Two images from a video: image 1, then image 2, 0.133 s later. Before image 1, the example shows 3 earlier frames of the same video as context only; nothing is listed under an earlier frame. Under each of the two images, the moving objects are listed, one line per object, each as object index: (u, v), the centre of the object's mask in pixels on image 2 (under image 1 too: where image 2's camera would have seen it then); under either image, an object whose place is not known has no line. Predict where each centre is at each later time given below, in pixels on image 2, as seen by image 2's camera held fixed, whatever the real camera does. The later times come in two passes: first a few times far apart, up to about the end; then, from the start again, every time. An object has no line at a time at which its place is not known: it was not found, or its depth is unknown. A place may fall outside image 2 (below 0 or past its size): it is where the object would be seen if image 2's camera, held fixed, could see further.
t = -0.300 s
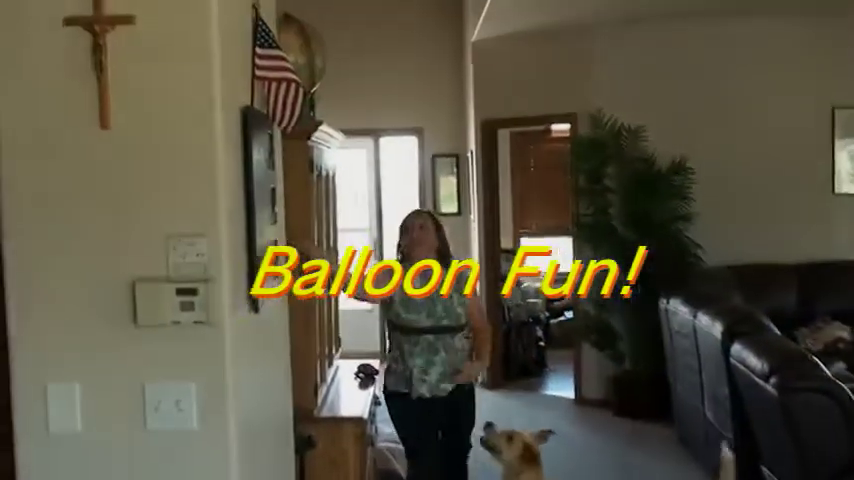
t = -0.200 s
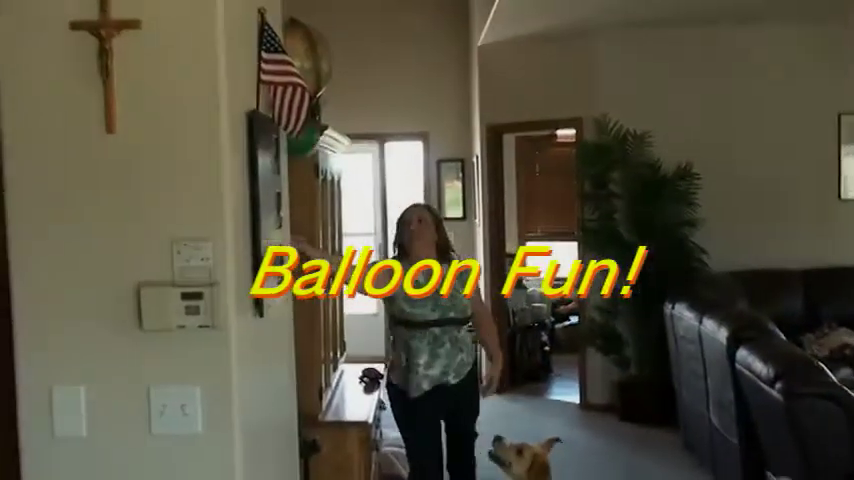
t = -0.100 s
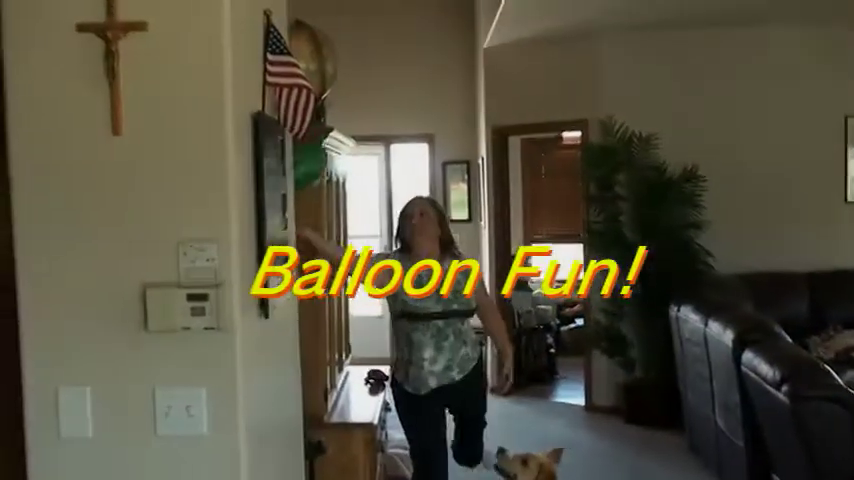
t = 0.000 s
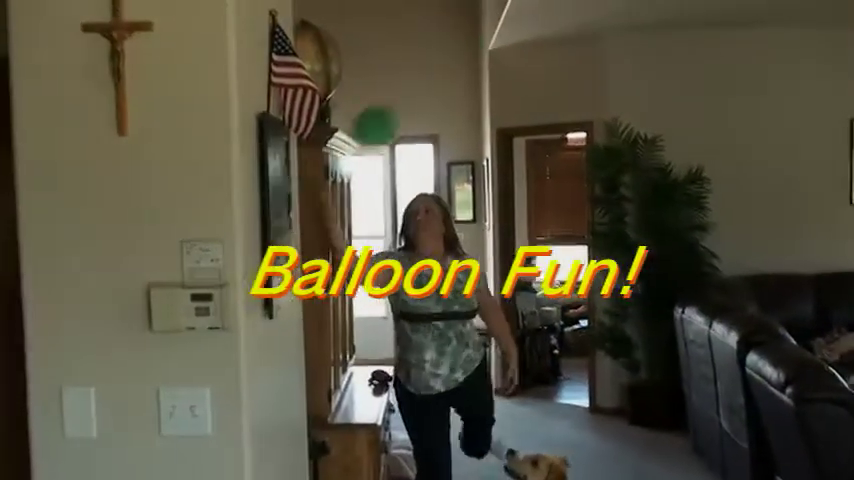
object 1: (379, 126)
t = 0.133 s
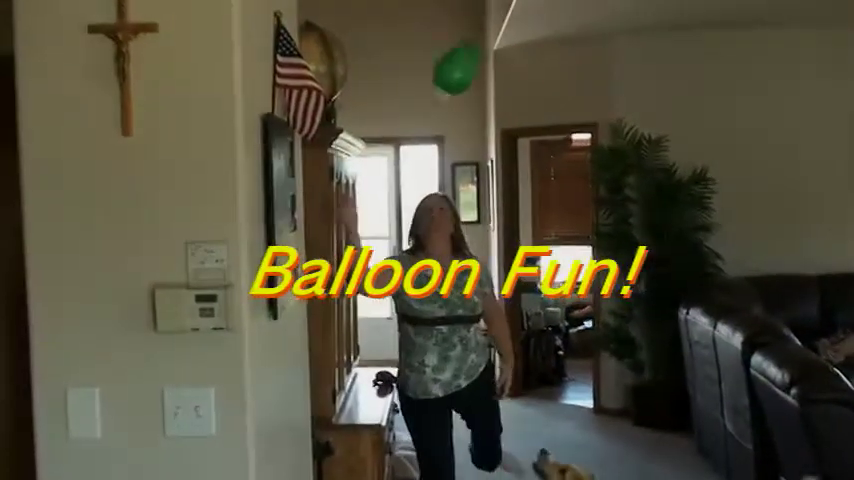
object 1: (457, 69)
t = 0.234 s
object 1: (486, 44)
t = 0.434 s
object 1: (504, 30)
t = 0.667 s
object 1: (509, 50)
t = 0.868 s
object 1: (512, 88)
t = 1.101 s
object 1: (516, 146)
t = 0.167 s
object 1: (468, 60)
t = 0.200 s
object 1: (479, 52)
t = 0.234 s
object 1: (486, 44)
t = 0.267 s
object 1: (492, 39)
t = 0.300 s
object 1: (496, 35)
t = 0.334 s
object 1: (499, 31)
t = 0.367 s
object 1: (501, 30)
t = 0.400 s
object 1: (503, 29)
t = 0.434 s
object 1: (504, 30)
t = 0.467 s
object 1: (506, 31)
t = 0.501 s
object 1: (507, 32)
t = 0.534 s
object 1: (507, 34)
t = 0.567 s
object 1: (509, 37)
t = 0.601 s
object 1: (510, 41)
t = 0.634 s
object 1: (509, 44)
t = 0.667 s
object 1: (509, 50)
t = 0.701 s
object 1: (509, 56)
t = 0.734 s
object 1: (509, 61)
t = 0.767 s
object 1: (509, 68)
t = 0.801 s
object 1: (510, 74)
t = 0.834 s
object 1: (511, 81)
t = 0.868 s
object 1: (512, 88)
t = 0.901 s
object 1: (512, 96)
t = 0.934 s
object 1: (513, 104)
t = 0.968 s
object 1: (513, 112)
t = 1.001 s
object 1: (513, 121)
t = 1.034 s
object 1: (515, 129)
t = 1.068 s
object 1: (516, 137)
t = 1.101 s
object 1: (516, 146)
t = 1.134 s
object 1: (518, 156)
